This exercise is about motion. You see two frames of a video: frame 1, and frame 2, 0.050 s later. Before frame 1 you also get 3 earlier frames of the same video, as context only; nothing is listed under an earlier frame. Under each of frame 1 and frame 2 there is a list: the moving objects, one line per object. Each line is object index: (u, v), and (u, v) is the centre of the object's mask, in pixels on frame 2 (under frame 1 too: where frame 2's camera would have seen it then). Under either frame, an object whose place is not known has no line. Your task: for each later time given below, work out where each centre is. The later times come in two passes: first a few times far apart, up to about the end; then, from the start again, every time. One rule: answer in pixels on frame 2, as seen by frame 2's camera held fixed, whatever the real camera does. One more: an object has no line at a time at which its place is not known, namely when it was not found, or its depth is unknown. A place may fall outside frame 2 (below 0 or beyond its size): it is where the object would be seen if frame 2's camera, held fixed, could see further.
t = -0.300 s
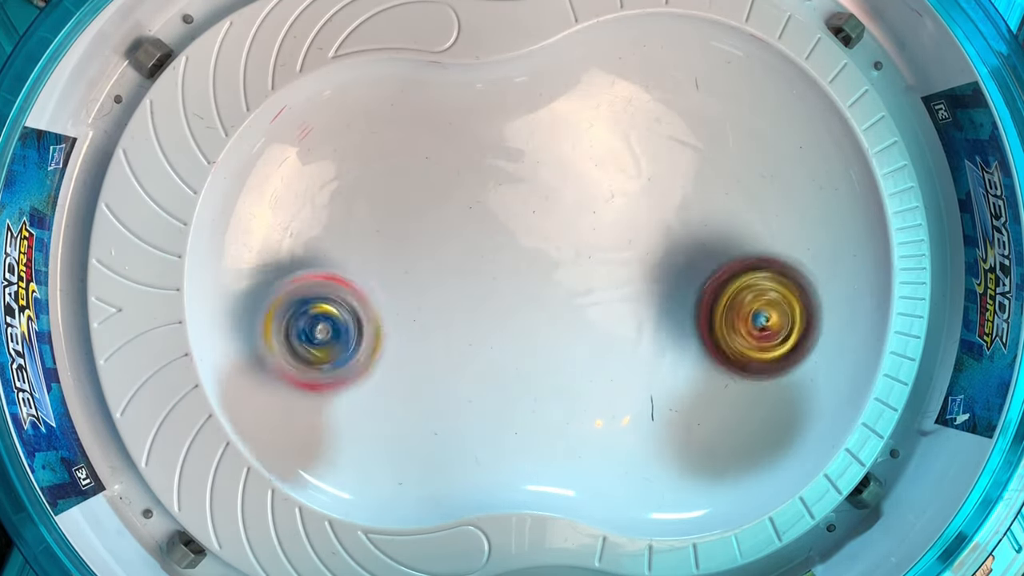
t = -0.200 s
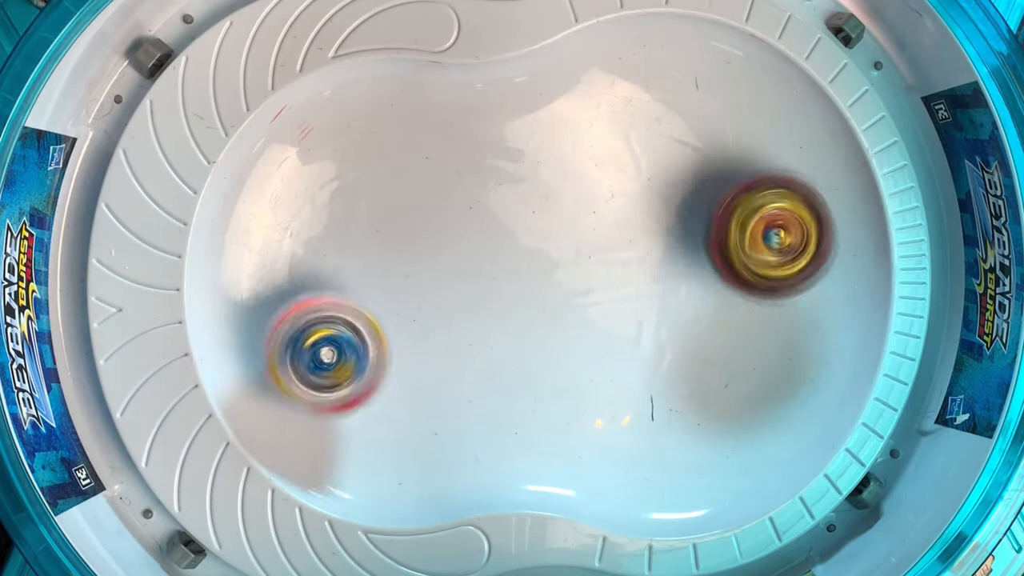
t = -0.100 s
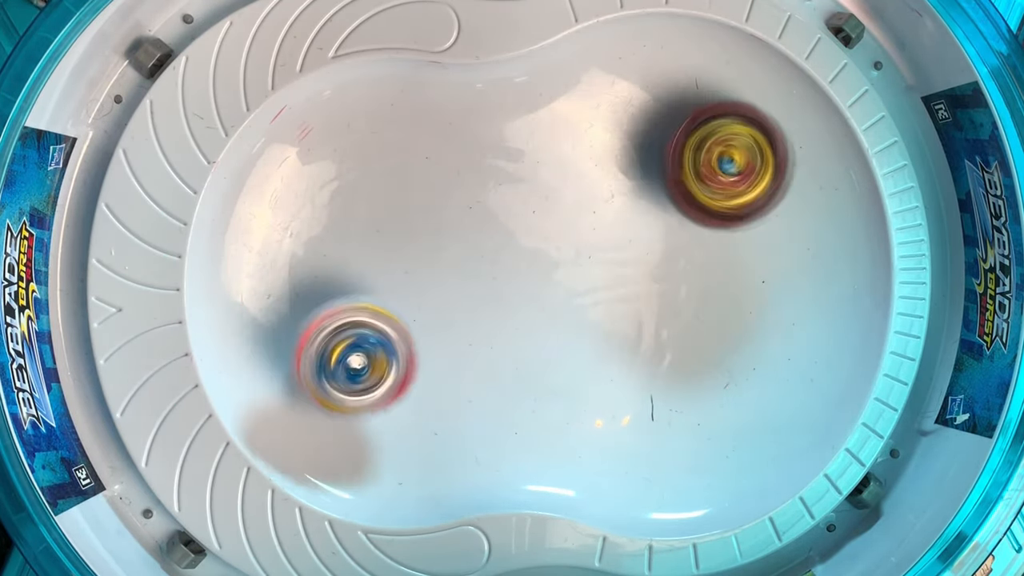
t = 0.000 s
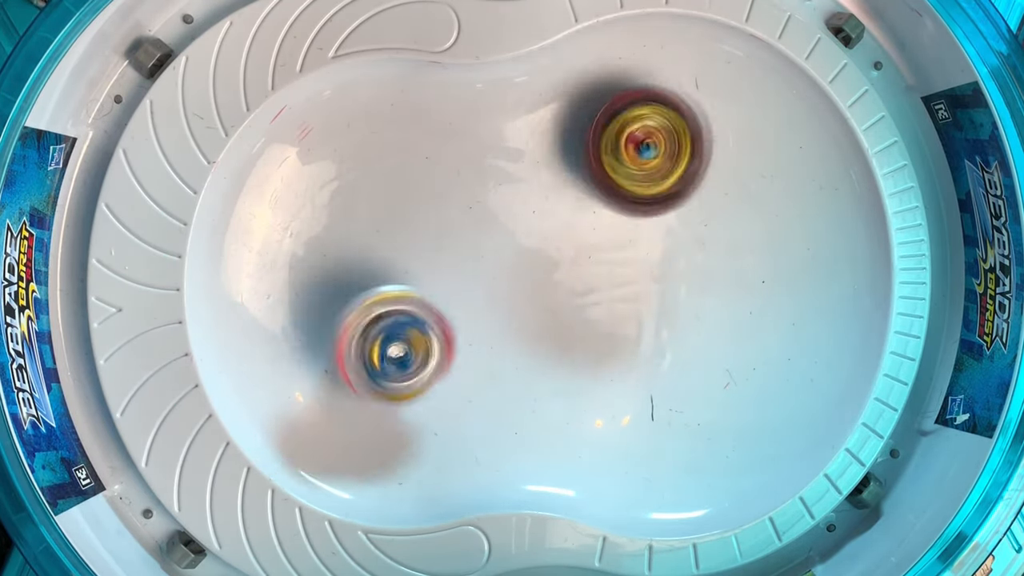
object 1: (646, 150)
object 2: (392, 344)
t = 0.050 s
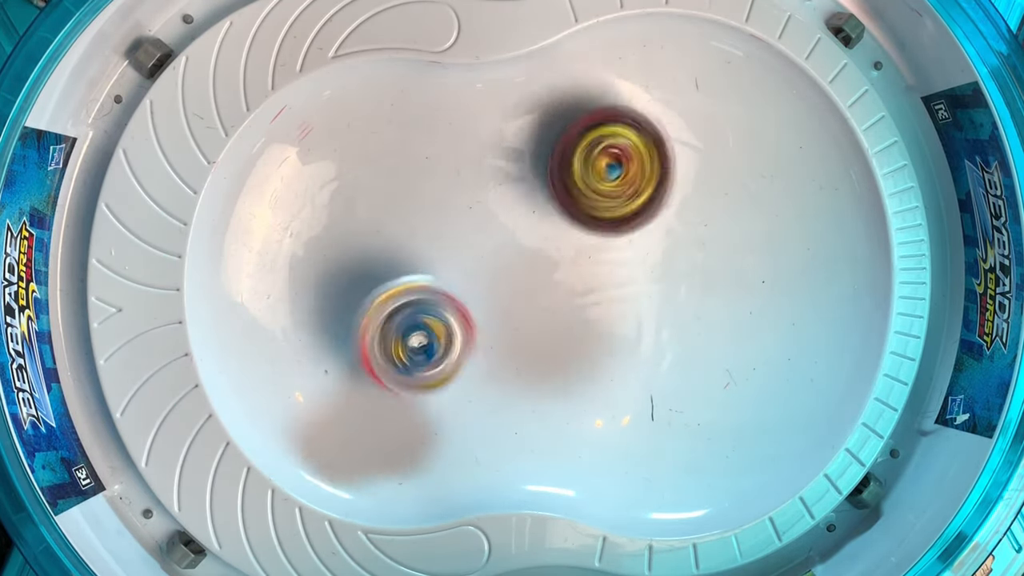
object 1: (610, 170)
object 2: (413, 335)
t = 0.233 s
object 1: (549, 241)
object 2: (441, 325)
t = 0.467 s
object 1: (597, 314)
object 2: (419, 330)
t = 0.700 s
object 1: (705, 351)
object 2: (404, 268)
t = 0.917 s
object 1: (736, 273)
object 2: (422, 238)
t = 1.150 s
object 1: (640, 222)
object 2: (444, 278)
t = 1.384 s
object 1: (554, 251)
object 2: (448, 338)
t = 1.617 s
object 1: (538, 287)
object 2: (403, 298)
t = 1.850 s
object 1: (560, 316)
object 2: (440, 250)
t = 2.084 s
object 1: (631, 340)
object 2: (525, 248)
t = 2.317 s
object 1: (728, 323)
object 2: (635, 240)
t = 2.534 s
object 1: (744, 292)
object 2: (683, 155)
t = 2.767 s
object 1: (691, 310)
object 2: (666, 133)
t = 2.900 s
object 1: (636, 319)
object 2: (682, 163)
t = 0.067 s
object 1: (601, 179)
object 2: (420, 332)
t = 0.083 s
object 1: (590, 189)
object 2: (428, 329)
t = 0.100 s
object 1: (579, 197)
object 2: (436, 324)
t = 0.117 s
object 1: (567, 206)
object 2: (444, 322)
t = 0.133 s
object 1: (554, 215)
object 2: (453, 321)
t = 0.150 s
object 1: (548, 222)
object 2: (455, 319)
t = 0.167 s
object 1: (548, 226)
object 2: (448, 323)
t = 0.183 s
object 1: (549, 228)
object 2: (443, 323)
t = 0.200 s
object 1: (549, 233)
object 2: (442, 323)
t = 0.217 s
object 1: (548, 237)
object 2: (440, 324)
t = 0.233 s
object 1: (549, 241)
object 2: (441, 325)
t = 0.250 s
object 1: (549, 246)
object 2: (442, 326)
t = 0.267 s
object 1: (550, 250)
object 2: (442, 329)
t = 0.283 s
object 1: (552, 255)
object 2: (443, 334)
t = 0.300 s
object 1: (554, 261)
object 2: (441, 340)
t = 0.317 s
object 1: (557, 265)
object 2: (435, 345)
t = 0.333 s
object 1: (560, 271)
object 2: (430, 344)
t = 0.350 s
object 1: (563, 276)
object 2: (426, 342)
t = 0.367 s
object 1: (568, 281)
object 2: (423, 340)
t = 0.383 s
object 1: (571, 287)
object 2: (423, 335)
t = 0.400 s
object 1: (575, 292)
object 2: (424, 333)
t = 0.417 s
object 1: (581, 297)
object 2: (425, 332)
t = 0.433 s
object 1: (586, 303)
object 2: (424, 332)
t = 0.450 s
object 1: (591, 307)
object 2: (422, 332)
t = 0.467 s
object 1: (597, 314)
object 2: (419, 330)
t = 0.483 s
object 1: (602, 319)
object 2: (416, 327)
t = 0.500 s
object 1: (610, 323)
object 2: (413, 323)
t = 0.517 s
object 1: (617, 329)
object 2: (410, 318)
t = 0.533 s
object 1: (624, 333)
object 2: (410, 312)
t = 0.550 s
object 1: (633, 338)
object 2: (409, 307)
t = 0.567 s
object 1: (641, 342)
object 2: (410, 302)
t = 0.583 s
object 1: (649, 346)
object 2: (411, 297)
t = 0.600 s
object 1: (659, 349)
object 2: (412, 296)
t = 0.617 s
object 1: (667, 353)
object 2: (411, 295)
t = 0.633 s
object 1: (675, 354)
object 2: (407, 292)
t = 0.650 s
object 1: (683, 354)
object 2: (404, 286)
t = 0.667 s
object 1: (691, 354)
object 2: (403, 280)
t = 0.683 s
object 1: (699, 354)
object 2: (402, 274)
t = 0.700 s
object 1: (705, 351)
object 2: (404, 268)
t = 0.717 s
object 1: (712, 348)
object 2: (408, 263)
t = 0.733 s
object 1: (718, 344)
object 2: (411, 261)
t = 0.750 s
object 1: (723, 340)
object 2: (412, 260)
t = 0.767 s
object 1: (729, 335)
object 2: (410, 259)
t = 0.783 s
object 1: (733, 329)
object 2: (410, 255)
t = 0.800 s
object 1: (736, 323)
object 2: (409, 252)
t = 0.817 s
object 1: (739, 316)
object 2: (409, 248)
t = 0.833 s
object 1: (741, 310)
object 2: (410, 244)
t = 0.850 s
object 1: (742, 301)
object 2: (413, 241)
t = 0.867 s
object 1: (741, 294)
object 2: (415, 239)
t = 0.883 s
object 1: (740, 287)
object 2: (418, 238)
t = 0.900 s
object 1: (739, 280)
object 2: (419, 238)
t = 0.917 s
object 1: (736, 273)
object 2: (422, 238)
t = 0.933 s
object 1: (732, 266)
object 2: (424, 240)
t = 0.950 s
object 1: (728, 259)
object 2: (424, 242)
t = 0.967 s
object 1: (724, 254)
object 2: (423, 243)
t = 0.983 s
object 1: (718, 247)
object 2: (423, 243)
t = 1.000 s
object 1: (711, 242)
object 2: (424, 243)
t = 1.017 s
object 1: (704, 237)
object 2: (425, 244)
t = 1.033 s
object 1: (697, 232)
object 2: (429, 244)
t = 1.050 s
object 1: (690, 228)
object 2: (435, 247)
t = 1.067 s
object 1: (681, 225)
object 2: (438, 252)
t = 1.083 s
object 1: (674, 222)
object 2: (440, 259)
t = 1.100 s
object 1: (666, 222)
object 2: (441, 263)
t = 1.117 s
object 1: (656, 219)
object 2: (443, 268)
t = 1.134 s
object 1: (649, 220)
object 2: (444, 273)
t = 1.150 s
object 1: (640, 222)
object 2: (444, 278)
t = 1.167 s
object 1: (632, 223)
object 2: (446, 280)
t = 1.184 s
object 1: (624, 225)
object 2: (449, 283)
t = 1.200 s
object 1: (615, 228)
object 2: (452, 286)
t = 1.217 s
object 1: (607, 231)
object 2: (455, 292)
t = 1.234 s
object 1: (599, 233)
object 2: (459, 298)
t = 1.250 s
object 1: (590, 235)
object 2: (464, 303)
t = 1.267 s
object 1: (582, 238)
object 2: (466, 311)
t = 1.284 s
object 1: (575, 241)
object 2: (465, 318)
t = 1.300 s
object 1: (568, 243)
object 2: (464, 321)
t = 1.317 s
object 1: (566, 244)
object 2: (455, 326)
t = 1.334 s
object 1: (563, 245)
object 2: (453, 331)
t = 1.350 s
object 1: (561, 246)
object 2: (452, 332)
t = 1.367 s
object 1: (557, 249)
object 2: (450, 333)
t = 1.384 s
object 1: (554, 251)
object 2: (448, 338)
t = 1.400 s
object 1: (553, 252)
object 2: (445, 340)
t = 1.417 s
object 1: (550, 255)
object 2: (439, 340)
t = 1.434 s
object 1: (546, 257)
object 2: (439, 342)
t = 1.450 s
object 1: (546, 259)
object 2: (438, 340)
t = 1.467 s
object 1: (543, 262)
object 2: (434, 342)
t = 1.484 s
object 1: (542, 264)
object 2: (428, 341)
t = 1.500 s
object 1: (541, 267)
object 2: (424, 338)
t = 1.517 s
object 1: (540, 270)
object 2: (420, 336)
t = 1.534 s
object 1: (539, 272)
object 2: (415, 331)
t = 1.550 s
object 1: (540, 274)
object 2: (413, 326)
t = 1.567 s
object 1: (539, 278)
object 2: (407, 320)
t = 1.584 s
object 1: (538, 280)
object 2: (404, 311)
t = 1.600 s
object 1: (539, 284)
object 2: (405, 304)
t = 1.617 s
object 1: (538, 287)
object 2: (403, 298)
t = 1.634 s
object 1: (539, 288)
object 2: (402, 292)
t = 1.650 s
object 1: (541, 291)
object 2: (404, 285)
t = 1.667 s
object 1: (541, 294)
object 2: (407, 280)
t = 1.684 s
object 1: (542, 296)
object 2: (411, 277)
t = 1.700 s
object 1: (544, 299)
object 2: (413, 276)
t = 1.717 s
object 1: (544, 301)
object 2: (415, 273)
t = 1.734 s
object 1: (546, 303)
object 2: (416, 268)
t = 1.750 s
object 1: (547, 306)
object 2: (420, 264)
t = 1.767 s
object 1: (548, 308)
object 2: (422, 261)
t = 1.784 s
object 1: (550, 309)
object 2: (424, 259)
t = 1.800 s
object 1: (553, 312)
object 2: (427, 256)
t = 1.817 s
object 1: (554, 313)
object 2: (431, 253)
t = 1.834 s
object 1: (557, 314)
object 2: (436, 251)
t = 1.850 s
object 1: (560, 316)
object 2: (440, 250)
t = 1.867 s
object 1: (562, 317)
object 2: (443, 250)
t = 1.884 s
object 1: (565, 317)
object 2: (447, 248)
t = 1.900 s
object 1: (569, 319)
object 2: (451, 247)
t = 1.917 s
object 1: (572, 319)
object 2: (457, 246)
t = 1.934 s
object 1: (576, 319)
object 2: (465, 246)
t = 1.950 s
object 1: (579, 321)
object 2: (472, 247)
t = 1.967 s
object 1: (582, 322)
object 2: (479, 249)
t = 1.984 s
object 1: (587, 322)
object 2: (486, 250)
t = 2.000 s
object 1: (593, 325)
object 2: (492, 250)
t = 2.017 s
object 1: (599, 329)
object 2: (498, 248)
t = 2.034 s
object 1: (606, 332)
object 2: (503, 247)
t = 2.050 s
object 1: (615, 336)
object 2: (509, 247)
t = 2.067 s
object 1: (622, 339)
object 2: (517, 248)
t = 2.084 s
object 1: (631, 340)
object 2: (525, 248)
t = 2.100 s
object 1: (640, 344)
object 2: (532, 248)
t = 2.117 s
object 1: (647, 347)
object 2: (541, 248)
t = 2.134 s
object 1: (655, 348)
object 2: (549, 248)
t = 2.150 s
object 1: (665, 350)
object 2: (558, 248)
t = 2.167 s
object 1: (671, 352)
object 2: (566, 248)
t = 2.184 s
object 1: (678, 349)
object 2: (574, 248)
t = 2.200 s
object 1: (688, 349)
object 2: (582, 247)
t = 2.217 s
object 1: (694, 349)
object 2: (589, 246)
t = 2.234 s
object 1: (700, 345)
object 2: (597, 246)
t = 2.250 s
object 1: (708, 341)
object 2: (604, 244)
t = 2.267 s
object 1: (712, 338)
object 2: (611, 243)
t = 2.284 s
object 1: (717, 333)
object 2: (620, 242)
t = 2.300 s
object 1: (725, 327)
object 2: (628, 242)
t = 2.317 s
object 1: (728, 323)
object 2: (635, 240)
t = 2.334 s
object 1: (731, 318)
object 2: (643, 237)
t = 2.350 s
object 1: (735, 310)
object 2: (650, 235)
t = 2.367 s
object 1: (738, 306)
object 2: (658, 231)
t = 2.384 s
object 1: (739, 299)
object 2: (665, 228)
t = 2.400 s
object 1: (739, 291)
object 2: (671, 225)
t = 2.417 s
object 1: (742, 290)
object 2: (675, 217)
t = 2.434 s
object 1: (742, 289)
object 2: (680, 208)
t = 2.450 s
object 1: (742, 286)
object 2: (683, 200)
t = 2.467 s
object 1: (744, 289)
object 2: (686, 190)
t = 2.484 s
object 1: (742, 291)
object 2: (686, 179)
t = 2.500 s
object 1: (743, 290)
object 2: (686, 170)
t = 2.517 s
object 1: (743, 291)
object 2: (685, 161)
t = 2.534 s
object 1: (744, 292)
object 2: (683, 155)
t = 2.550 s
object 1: (744, 294)
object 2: (680, 149)
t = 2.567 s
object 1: (743, 295)
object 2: (677, 145)
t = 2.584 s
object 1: (742, 295)
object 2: (674, 142)
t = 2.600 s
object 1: (740, 297)
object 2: (671, 138)
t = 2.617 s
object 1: (737, 299)
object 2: (669, 137)
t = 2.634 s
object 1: (733, 299)
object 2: (668, 135)
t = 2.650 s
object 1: (729, 300)
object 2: (666, 133)
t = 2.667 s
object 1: (726, 302)
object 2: (664, 132)
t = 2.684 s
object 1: (720, 304)
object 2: (664, 132)
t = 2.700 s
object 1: (715, 305)
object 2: (663, 131)
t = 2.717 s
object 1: (710, 307)
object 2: (663, 131)
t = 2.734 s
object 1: (704, 308)
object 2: (663, 132)
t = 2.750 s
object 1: (696, 309)
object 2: (664, 132)
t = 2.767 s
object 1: (691, 310)
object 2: (666, 133)
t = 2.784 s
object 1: (685, 313)
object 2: (668, 135)
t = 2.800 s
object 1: (677, 315)
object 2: (669, 137)
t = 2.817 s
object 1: (670, 314)
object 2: (671, 139)
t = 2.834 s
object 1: (664, 316)
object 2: (674, 142)
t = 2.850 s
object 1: (657, 317)
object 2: (676, 146)
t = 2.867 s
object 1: (650, 321)
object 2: (678, 150)
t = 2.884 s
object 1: (642, 319)
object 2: (680, 156)
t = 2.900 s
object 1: (636, 319)
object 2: (682, 163)
